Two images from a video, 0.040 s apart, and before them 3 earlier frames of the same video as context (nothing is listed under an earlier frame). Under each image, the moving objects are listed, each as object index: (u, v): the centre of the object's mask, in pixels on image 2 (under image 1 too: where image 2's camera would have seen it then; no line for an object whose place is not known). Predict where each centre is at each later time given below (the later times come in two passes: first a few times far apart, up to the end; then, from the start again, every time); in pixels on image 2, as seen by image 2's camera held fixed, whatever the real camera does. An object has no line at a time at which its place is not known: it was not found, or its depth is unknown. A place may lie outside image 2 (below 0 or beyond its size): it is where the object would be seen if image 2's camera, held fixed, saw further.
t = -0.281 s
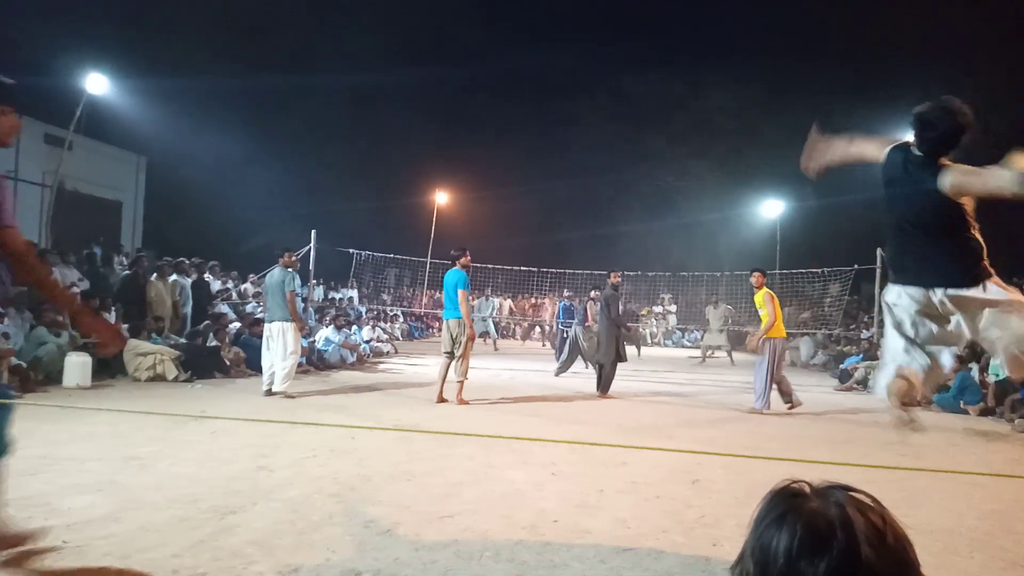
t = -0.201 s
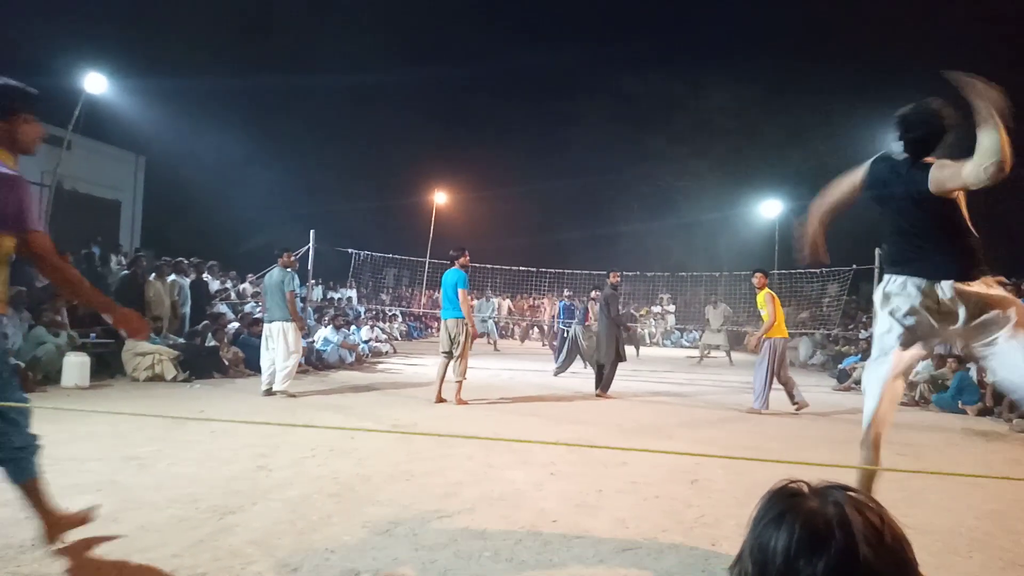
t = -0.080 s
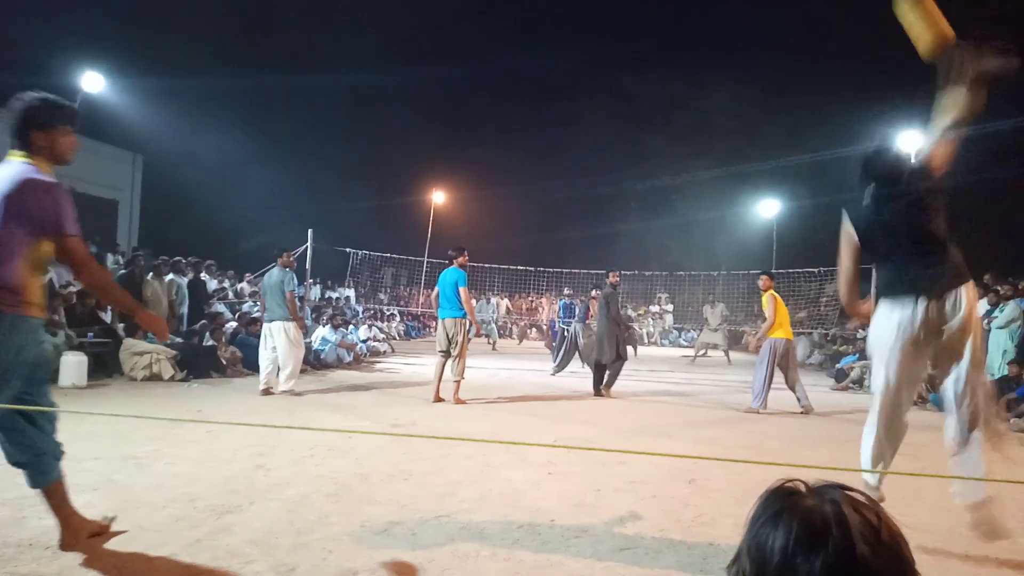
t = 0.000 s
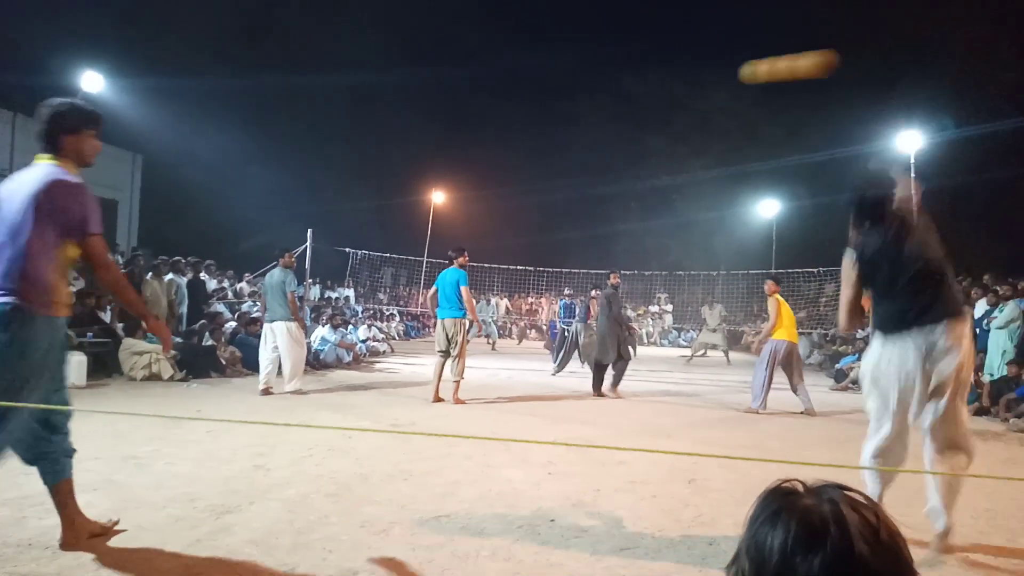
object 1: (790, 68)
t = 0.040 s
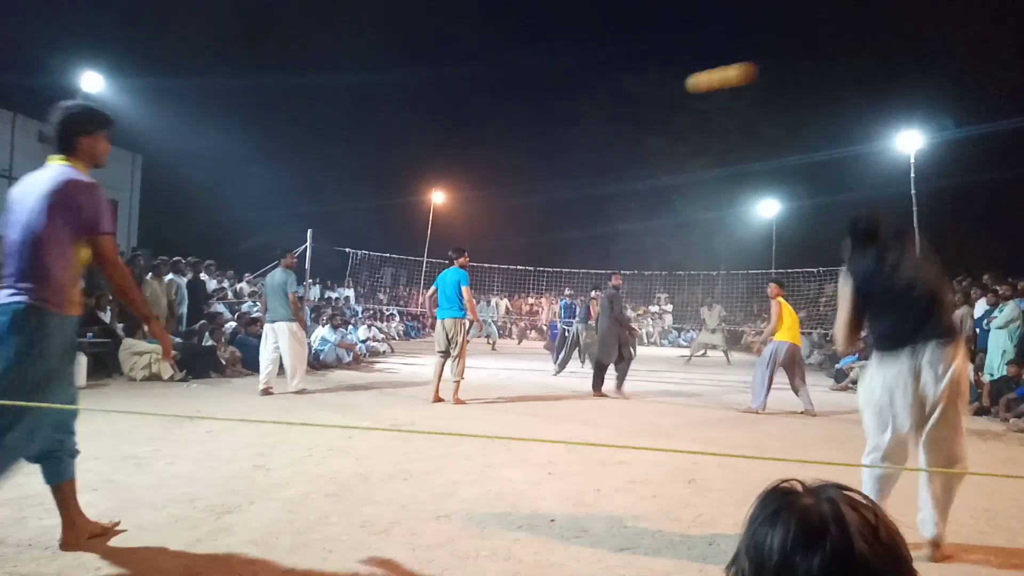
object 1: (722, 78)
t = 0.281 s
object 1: (556, 151)
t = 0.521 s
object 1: (502, 218)
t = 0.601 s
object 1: (492, 238)
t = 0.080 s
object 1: (674, 90)
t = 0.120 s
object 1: (638, 102)
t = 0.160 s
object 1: (612, 115)
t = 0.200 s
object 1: (589, 127)
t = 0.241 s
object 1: (571, 139)
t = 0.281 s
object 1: (556, 151)
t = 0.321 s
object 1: (543, 163)
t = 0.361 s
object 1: (533, 174)
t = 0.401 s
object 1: (523, 186)
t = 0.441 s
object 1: (515, 197)
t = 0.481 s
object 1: (508, 207)
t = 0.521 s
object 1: (502, 218)
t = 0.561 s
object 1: (497, 228)
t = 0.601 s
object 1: (492, 238)
